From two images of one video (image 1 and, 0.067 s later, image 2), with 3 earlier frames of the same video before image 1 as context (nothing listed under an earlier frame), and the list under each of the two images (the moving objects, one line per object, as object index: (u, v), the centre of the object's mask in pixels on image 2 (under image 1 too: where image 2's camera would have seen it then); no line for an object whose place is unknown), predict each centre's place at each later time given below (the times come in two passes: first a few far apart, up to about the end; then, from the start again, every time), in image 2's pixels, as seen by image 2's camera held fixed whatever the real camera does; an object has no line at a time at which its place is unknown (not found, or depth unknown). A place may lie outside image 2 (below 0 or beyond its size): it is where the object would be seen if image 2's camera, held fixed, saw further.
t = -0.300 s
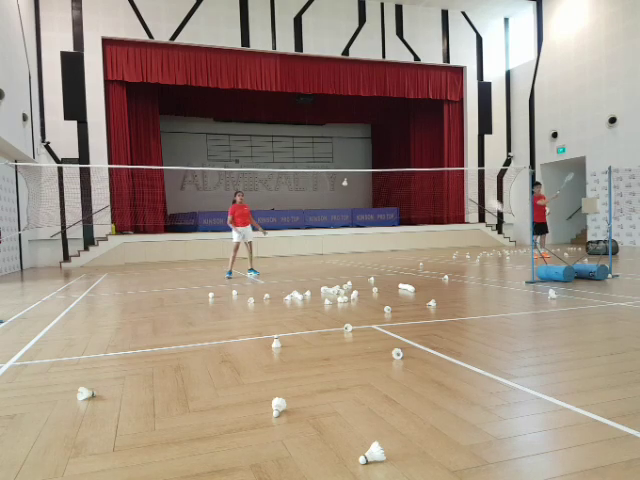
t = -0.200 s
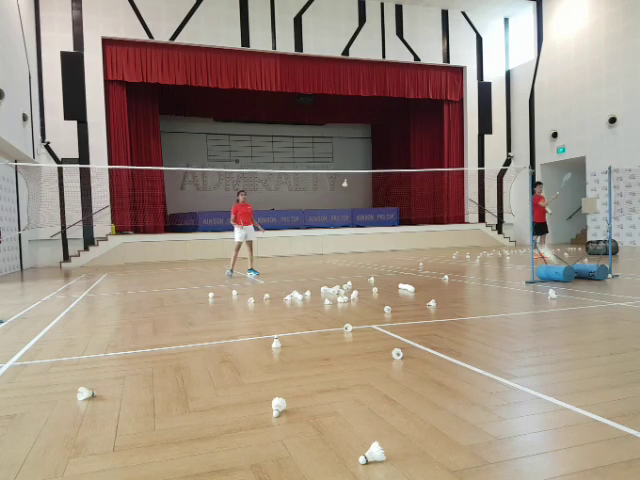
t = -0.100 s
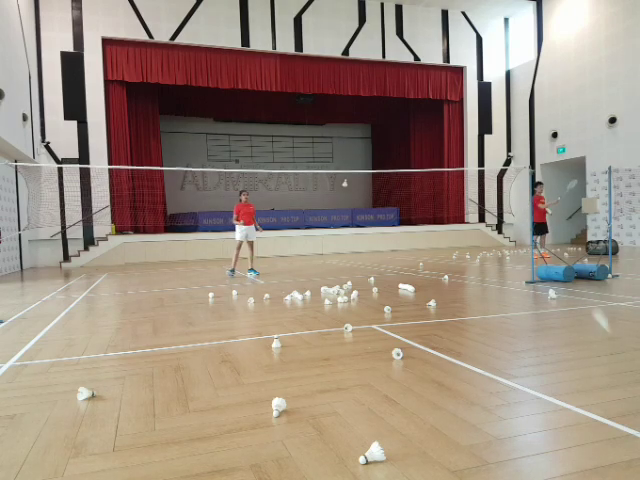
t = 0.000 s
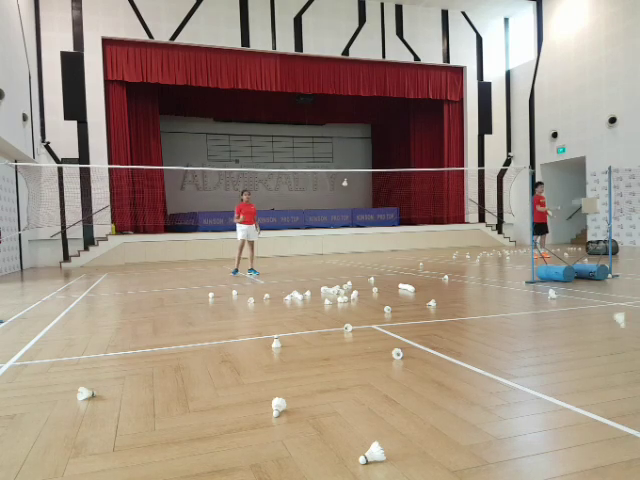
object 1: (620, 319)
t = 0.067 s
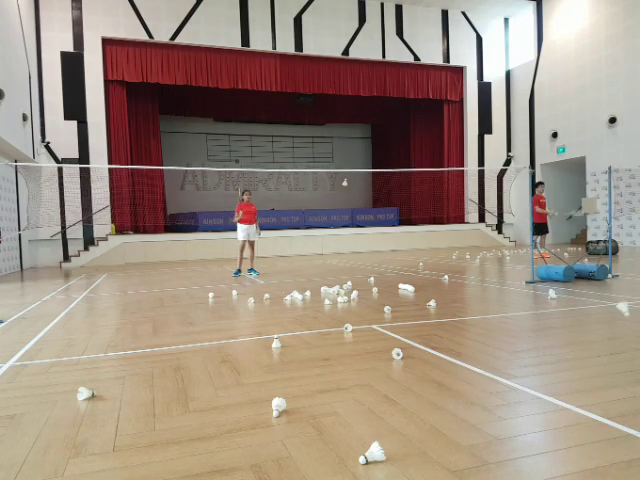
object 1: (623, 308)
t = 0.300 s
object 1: (634, 323)
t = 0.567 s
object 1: (625, 339)
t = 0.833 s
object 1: (617, 339)
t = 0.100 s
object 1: (625, 305)
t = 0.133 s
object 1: (626, 304)
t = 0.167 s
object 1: (628, 305)
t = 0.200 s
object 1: (630, 307)
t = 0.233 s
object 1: (631, 311)
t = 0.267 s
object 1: (633, 316)
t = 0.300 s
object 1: (634, 323)
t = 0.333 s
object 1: (636, 331)
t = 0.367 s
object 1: (636, 338)
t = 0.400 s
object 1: (634, 334)
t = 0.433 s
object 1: (632, 333)
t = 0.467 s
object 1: (631, 334)
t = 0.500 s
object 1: (629, 336)
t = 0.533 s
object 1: (628, 339)
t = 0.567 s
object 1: (625, 339)
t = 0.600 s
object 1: (625, 337)
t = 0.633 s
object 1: (623, 336)
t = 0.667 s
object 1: (622, 336)
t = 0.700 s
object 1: (621, 338)
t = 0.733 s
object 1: (619, 340)
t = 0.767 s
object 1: (618, 339)
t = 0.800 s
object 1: (617, 340)
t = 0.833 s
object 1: (617, 339)
